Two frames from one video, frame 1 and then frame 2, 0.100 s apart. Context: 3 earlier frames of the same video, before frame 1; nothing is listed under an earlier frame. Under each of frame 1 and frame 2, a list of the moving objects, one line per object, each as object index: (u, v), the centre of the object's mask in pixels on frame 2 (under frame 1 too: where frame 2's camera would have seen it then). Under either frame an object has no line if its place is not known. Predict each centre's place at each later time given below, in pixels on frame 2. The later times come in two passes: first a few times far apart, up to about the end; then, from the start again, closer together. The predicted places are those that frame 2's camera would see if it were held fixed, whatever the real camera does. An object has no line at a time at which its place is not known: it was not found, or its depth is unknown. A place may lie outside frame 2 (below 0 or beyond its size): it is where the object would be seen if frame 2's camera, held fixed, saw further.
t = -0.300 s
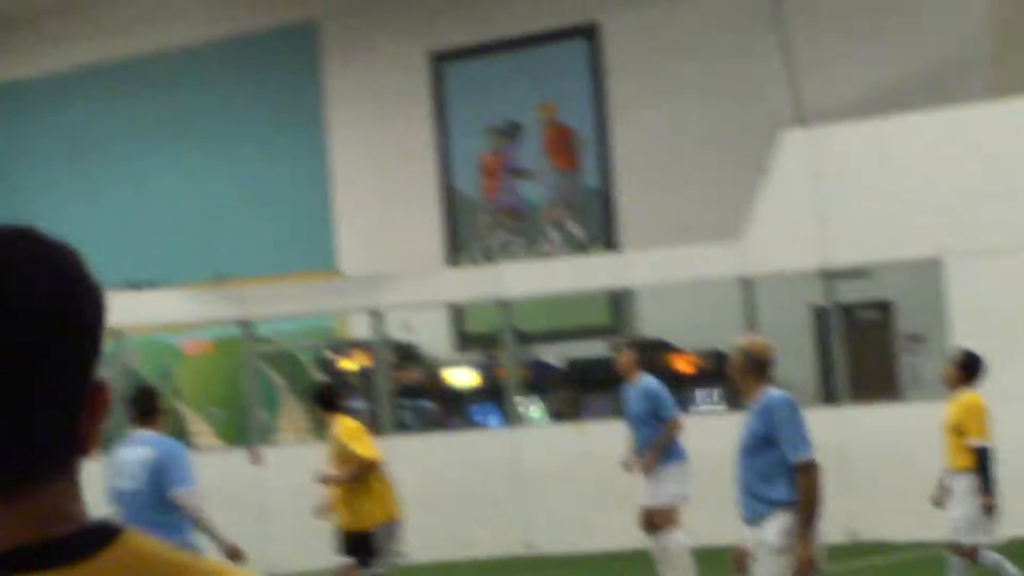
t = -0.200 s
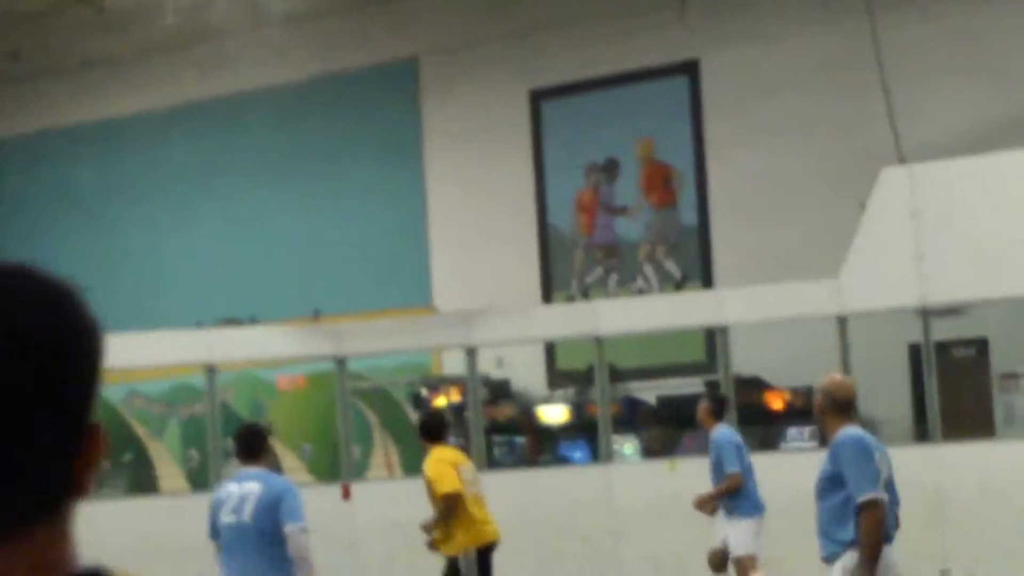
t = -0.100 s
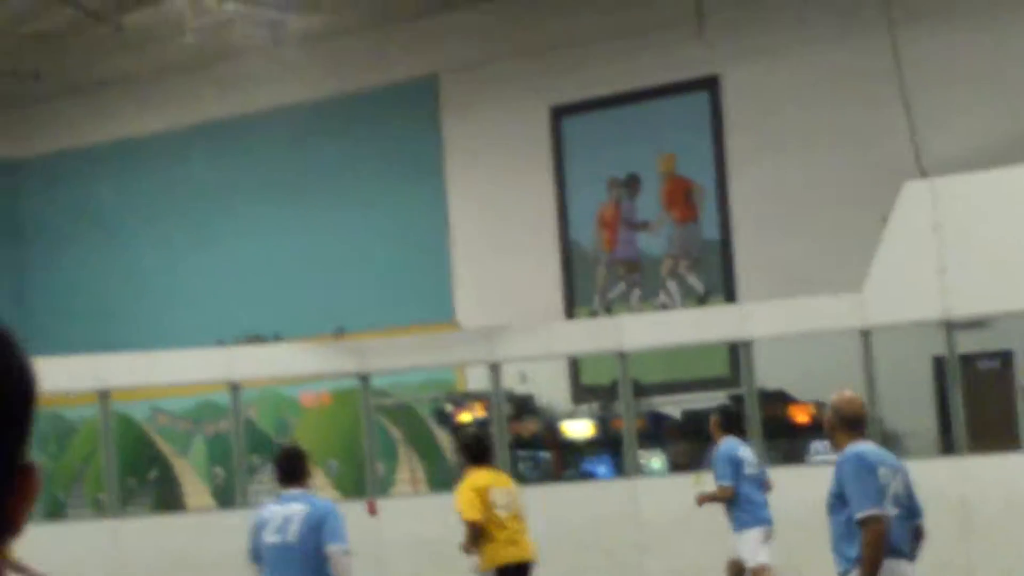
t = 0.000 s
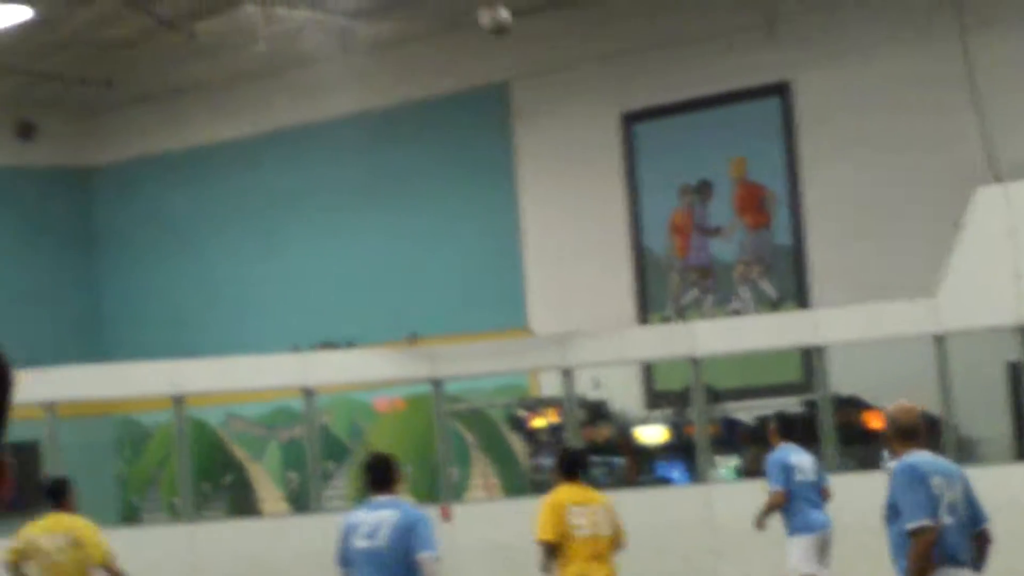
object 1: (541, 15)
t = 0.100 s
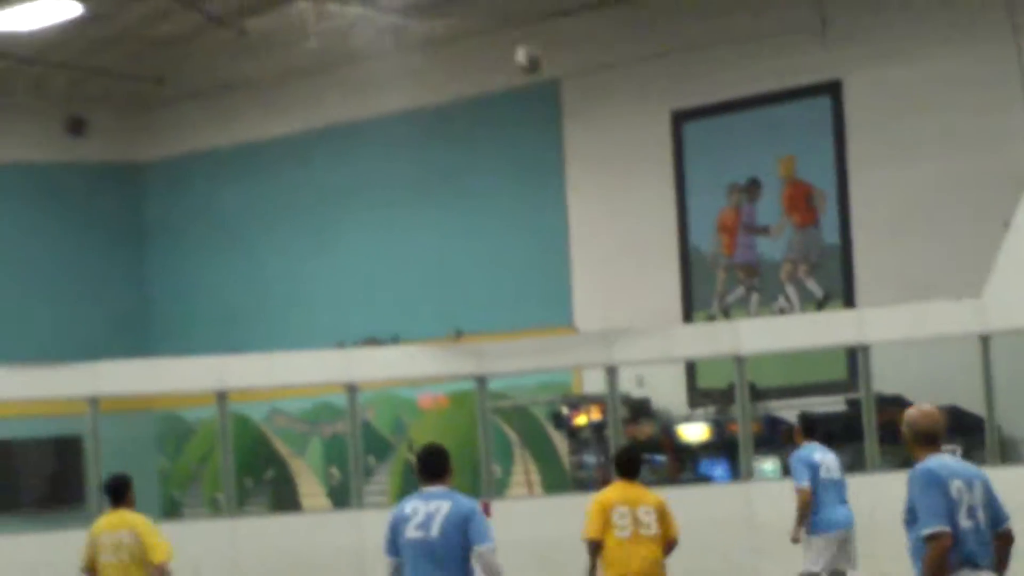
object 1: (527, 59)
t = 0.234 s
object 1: (508, 125)
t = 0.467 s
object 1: (480, 251)
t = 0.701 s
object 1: (475, 316)
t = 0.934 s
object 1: (473, 251)
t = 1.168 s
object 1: (471, 242)
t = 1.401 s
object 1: (477, 289)
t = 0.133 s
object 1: (525, 72)
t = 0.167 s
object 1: (519, 93)
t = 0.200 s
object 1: (514, 108)
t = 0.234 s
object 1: (508, 125)
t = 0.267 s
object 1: (502, 142)
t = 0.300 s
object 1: (498, 158)
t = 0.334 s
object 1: (493, 177)
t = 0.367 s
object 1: (488, 194)
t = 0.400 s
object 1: (483, 213)
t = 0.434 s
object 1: (479, 231)
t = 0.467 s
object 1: (480, 251)
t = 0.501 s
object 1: (476, 265)
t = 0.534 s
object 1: (478, 280)
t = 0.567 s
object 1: (478, 294)
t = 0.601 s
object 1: (478, 308)
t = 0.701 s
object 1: (475, 316)
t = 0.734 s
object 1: (476, 303)
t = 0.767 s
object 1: (475, 292)
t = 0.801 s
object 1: (474, 281)
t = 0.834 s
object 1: (473, 272)
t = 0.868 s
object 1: (473, 263)
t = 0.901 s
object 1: (473, 257)
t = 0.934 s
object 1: (473, 251)
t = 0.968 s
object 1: (472, 246)
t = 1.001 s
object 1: (470, 244)
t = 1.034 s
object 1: (470, 240)
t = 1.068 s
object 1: (471, 239)
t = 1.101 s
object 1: (472, 238)
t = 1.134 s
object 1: (471, 240)
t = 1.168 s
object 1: (471, 242)
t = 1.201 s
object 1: (470, 245)
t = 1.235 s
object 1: (470, 249)
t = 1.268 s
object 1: (472, 255)
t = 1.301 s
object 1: (473, 261)
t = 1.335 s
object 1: (472, 270)
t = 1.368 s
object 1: (475, 279)
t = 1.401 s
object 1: (477, 289)
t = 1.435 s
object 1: (479, 301)
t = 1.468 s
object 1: (480, 314)
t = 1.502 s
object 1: (481, 328)
